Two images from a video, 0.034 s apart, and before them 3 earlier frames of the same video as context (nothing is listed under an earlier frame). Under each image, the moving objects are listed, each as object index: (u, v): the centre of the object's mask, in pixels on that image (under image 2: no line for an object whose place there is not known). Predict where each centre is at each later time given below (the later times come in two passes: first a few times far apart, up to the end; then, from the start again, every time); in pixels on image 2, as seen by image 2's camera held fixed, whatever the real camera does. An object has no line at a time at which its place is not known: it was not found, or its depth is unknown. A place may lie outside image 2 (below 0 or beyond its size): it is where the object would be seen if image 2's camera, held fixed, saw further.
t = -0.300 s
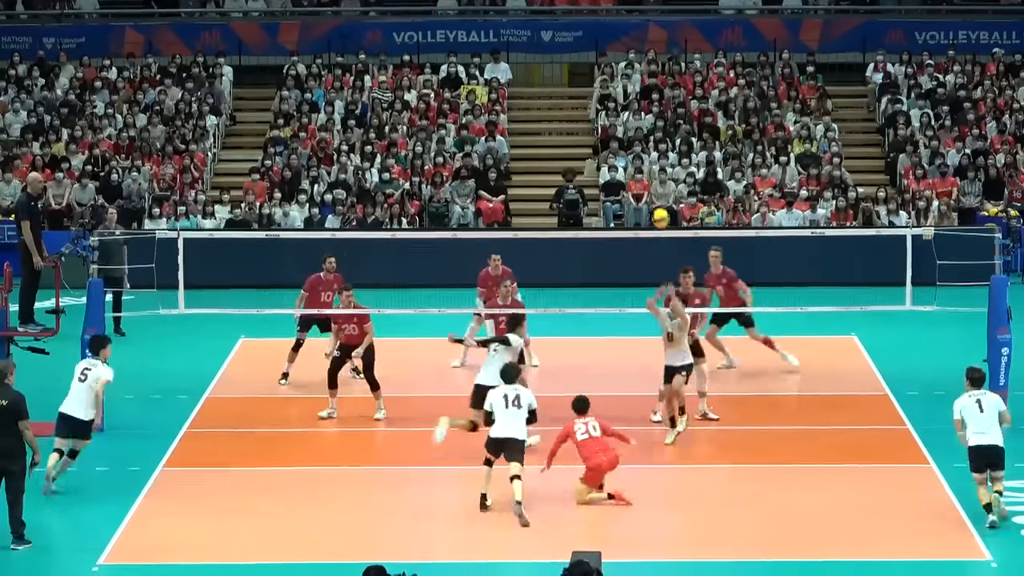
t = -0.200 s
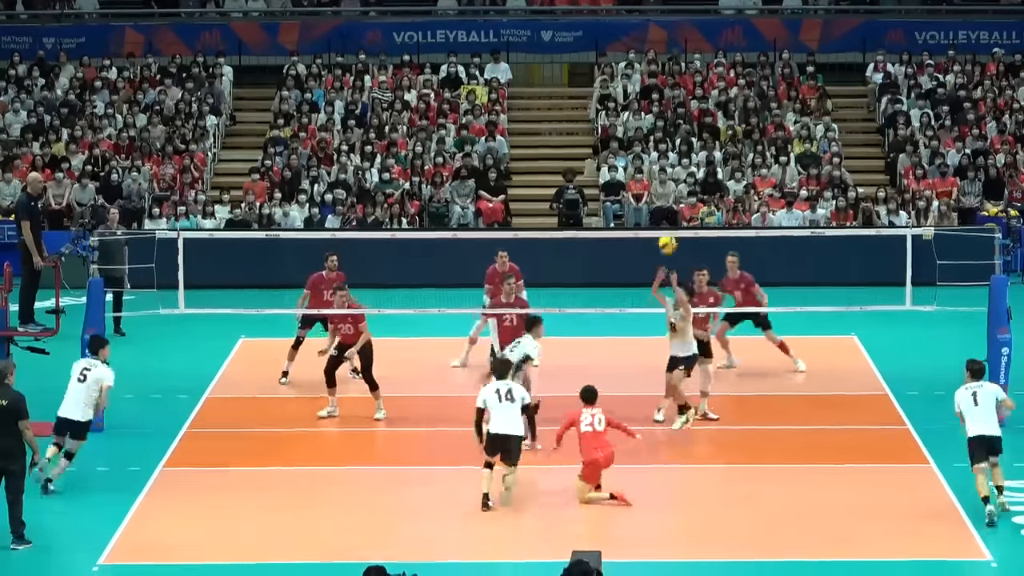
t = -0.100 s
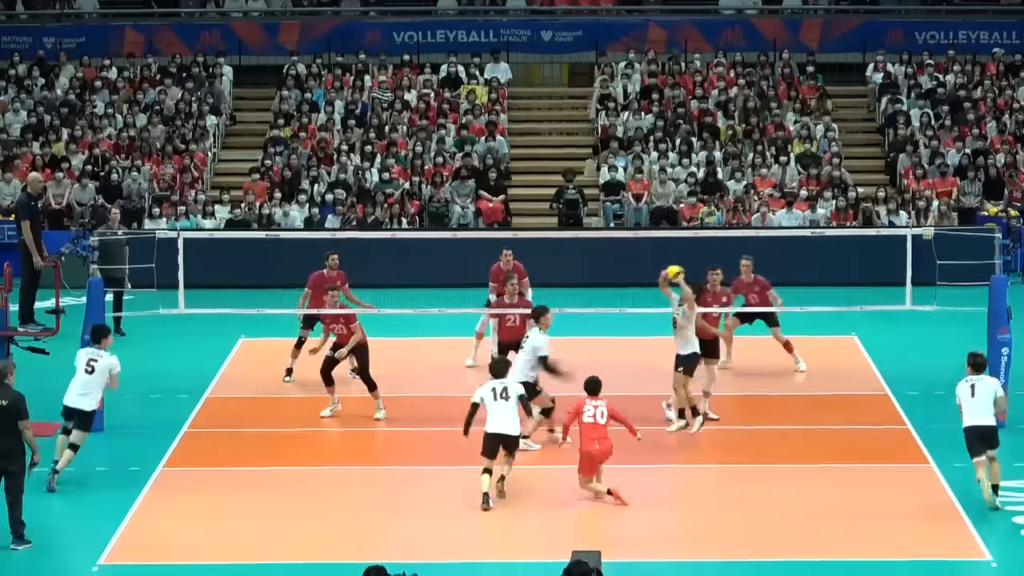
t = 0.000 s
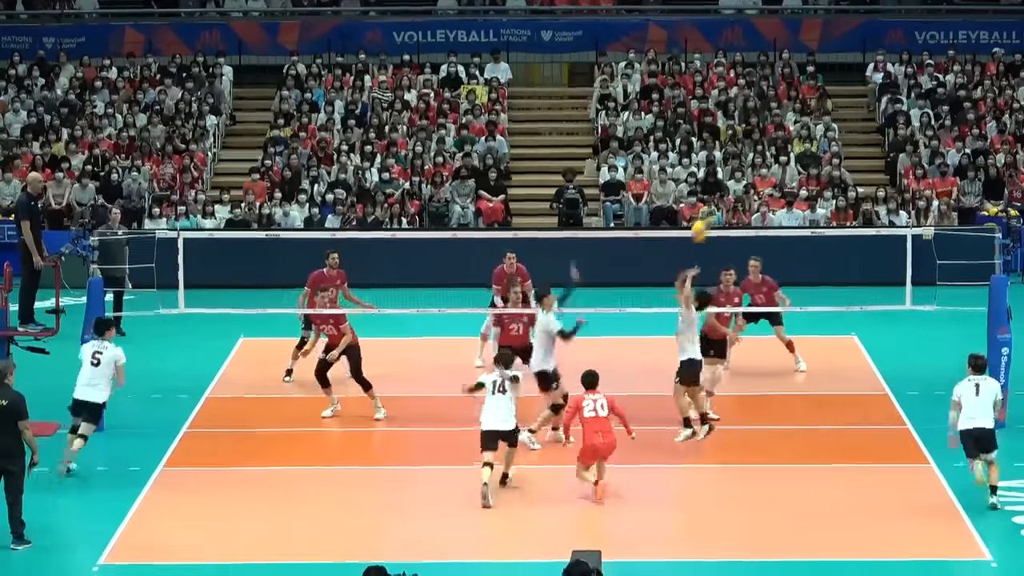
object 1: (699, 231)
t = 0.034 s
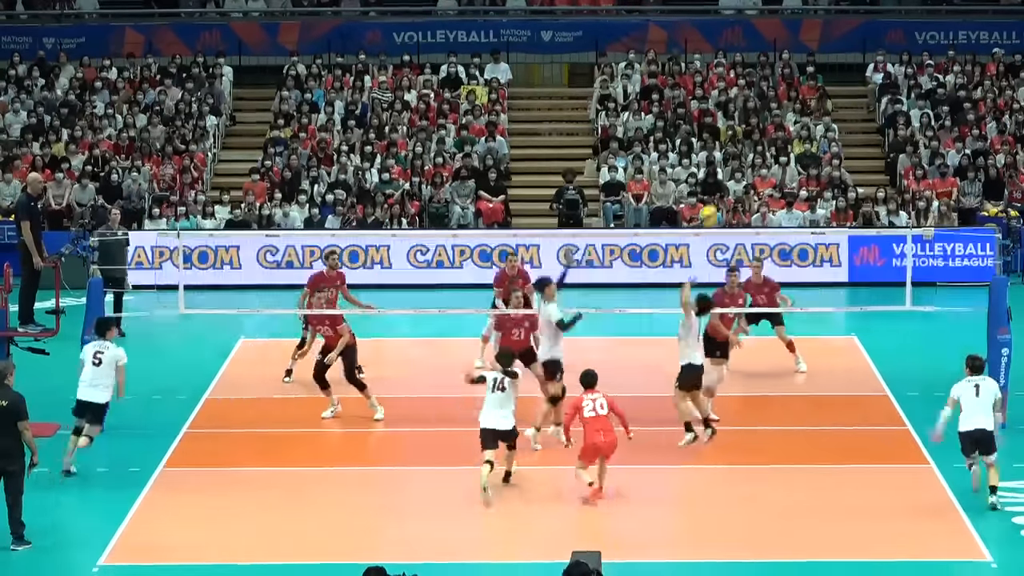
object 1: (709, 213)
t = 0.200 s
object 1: (754, 155)
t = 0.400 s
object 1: (808, 112)
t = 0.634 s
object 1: (867, 106)
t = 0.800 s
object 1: (910, 128)
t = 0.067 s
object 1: (718, 201)
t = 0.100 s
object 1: (724, 189)
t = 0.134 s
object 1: (735, 176)
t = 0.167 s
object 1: (745, 164)
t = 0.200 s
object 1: (754, 155)
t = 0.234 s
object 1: (763, 145)
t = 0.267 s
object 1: (772, 137)
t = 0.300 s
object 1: (781, 130)
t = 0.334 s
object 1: (790, 124)
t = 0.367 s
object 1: (796, 119)
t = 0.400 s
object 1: (808, 112)
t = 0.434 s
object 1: (815, 110)
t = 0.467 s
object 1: (825, 106)
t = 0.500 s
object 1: (833, 105)
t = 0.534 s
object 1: (842, 103)
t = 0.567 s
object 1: (851, 103)
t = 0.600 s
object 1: (859, 104)
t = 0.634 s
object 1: (867, 106)
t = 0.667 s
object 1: (876, 108)
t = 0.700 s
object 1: (886, 113)
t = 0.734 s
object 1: (893, 116)
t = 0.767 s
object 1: (902, 122)
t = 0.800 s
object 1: (910, 128)
